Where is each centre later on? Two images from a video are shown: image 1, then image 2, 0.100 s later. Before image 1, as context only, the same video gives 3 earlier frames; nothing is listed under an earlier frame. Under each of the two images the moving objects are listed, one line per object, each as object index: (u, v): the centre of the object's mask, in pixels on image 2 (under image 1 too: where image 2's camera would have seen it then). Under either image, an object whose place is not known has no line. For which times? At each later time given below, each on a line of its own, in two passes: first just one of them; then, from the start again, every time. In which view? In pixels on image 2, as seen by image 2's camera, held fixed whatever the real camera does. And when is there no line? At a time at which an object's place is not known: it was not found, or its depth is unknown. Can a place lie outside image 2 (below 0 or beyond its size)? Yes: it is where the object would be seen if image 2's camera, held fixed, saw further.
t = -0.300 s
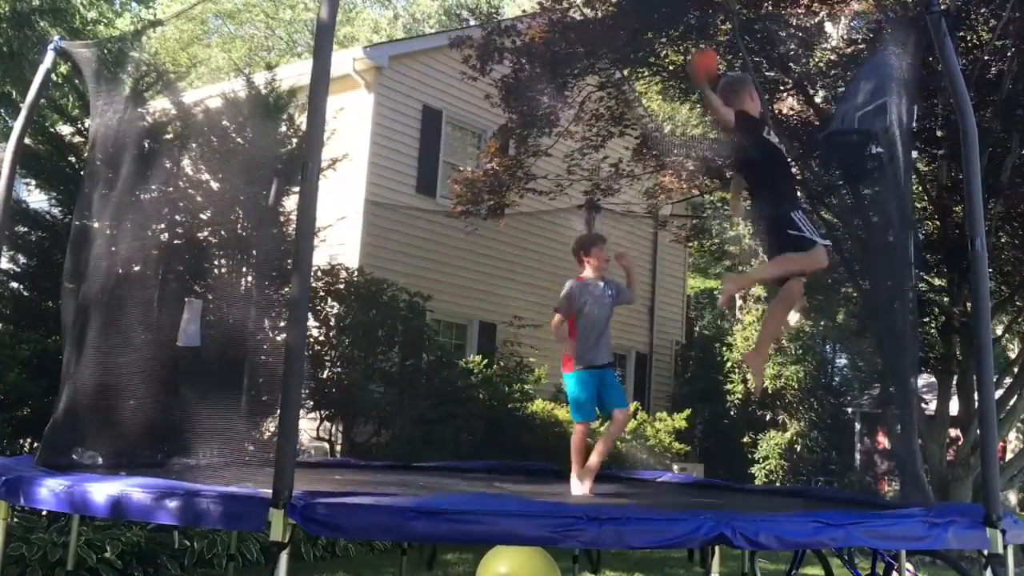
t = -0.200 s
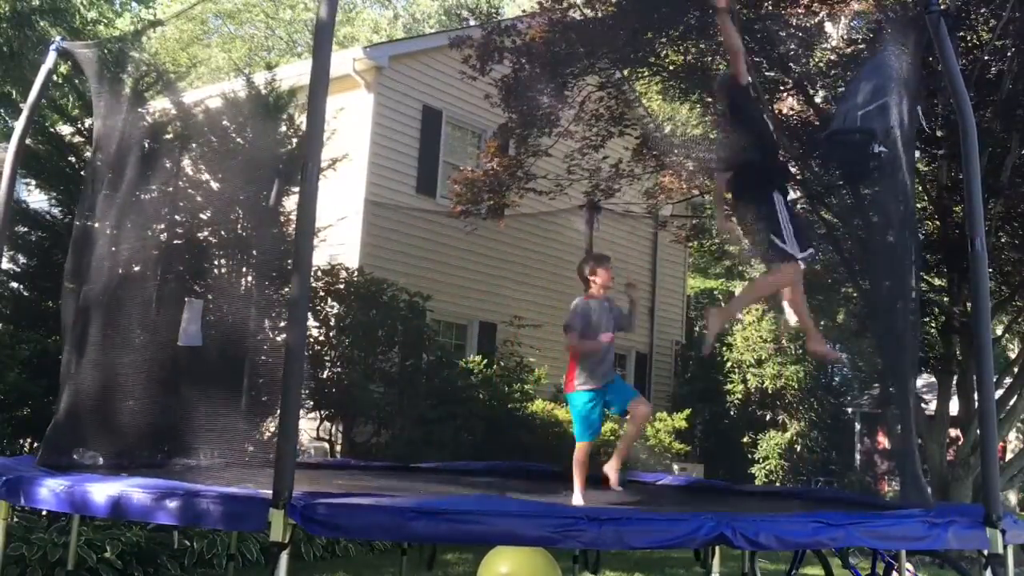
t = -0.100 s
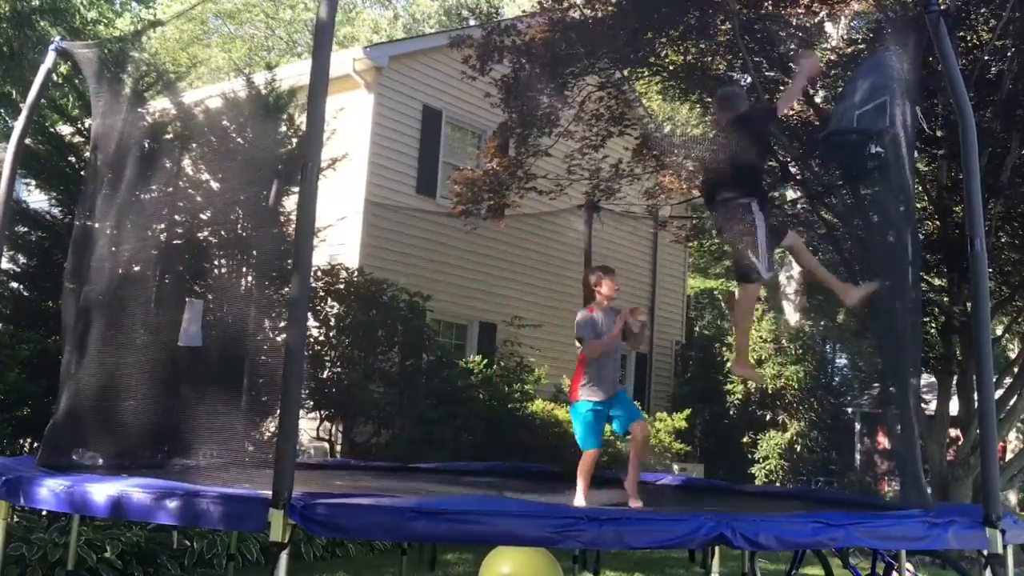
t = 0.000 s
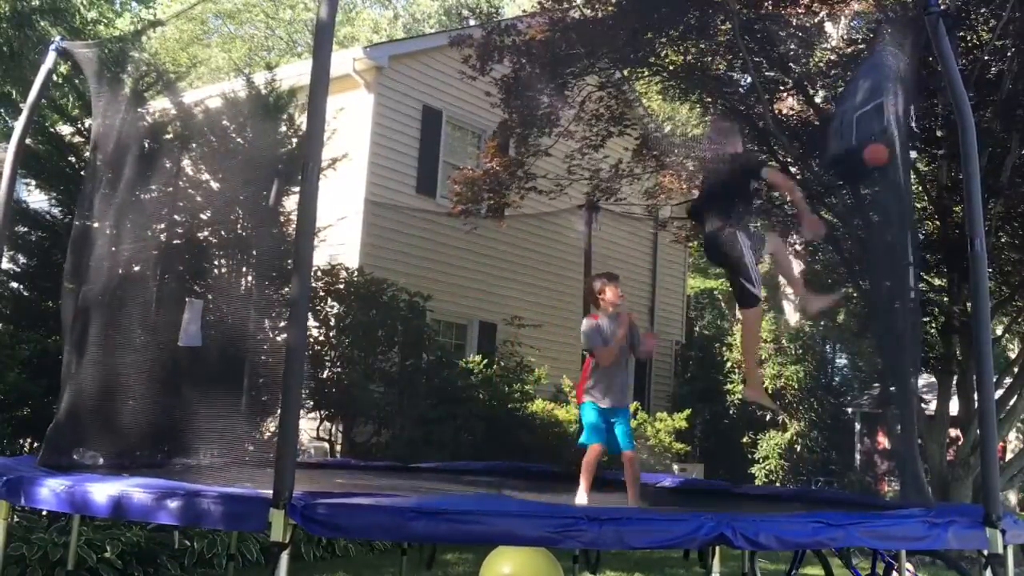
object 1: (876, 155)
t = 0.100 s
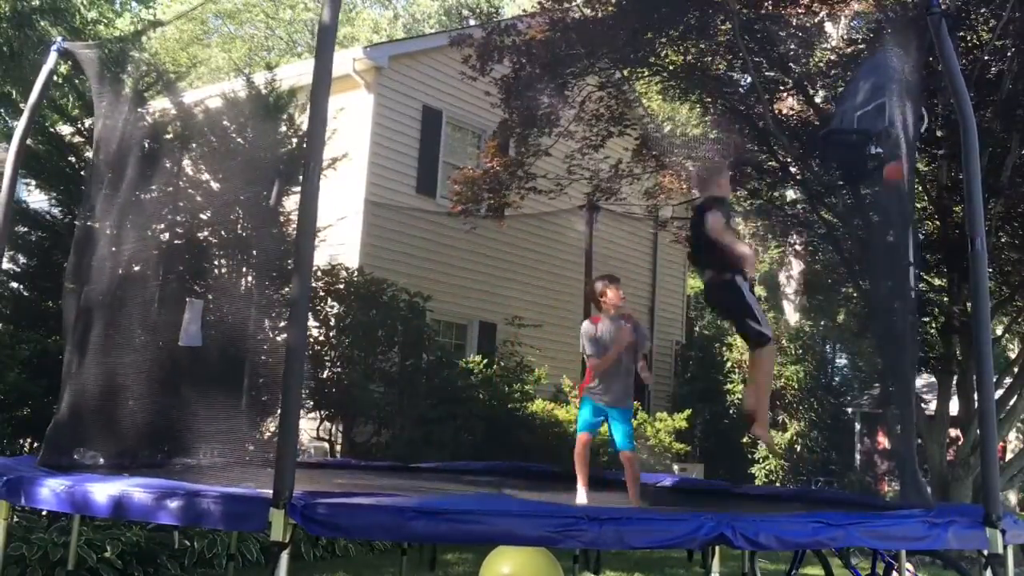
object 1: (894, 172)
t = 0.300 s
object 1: (890, 255)
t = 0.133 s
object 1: (897, 179)
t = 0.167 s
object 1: (897, 189)
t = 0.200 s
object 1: (893, 201)
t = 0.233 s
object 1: (891, 216)
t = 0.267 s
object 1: (890, 232)
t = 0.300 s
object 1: (890, 255)
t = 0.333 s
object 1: (888, 280)
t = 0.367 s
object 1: (888, 310)
